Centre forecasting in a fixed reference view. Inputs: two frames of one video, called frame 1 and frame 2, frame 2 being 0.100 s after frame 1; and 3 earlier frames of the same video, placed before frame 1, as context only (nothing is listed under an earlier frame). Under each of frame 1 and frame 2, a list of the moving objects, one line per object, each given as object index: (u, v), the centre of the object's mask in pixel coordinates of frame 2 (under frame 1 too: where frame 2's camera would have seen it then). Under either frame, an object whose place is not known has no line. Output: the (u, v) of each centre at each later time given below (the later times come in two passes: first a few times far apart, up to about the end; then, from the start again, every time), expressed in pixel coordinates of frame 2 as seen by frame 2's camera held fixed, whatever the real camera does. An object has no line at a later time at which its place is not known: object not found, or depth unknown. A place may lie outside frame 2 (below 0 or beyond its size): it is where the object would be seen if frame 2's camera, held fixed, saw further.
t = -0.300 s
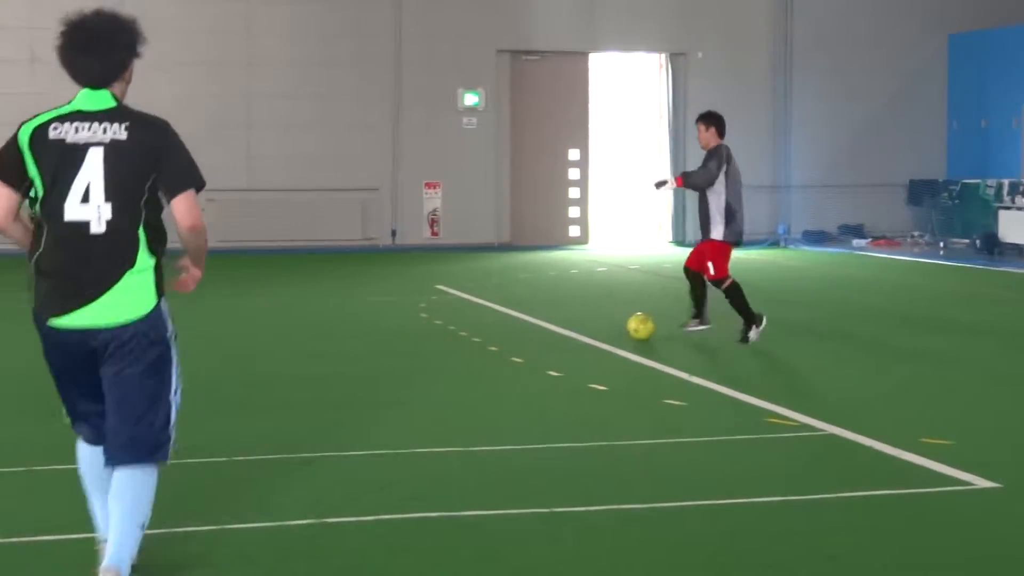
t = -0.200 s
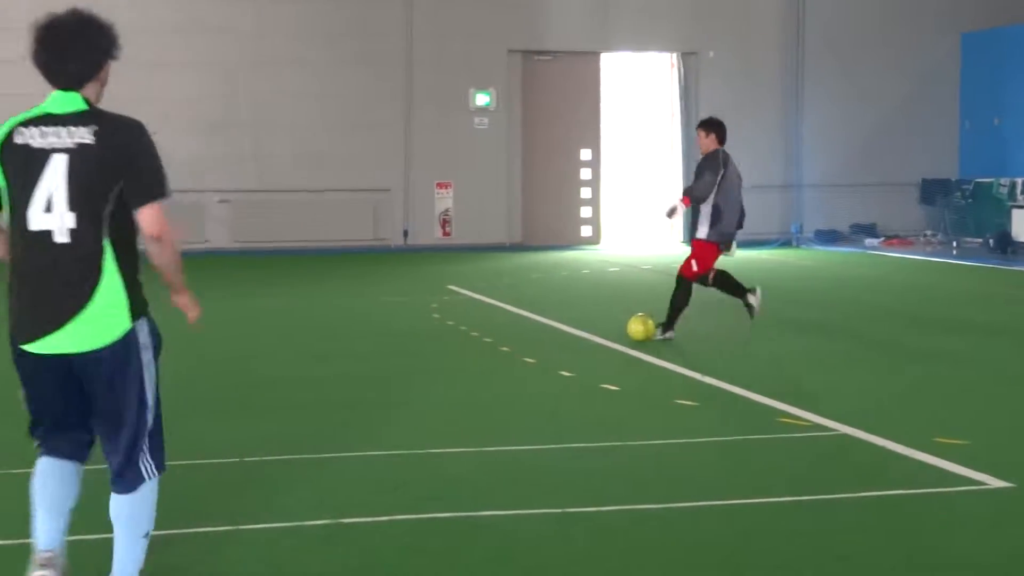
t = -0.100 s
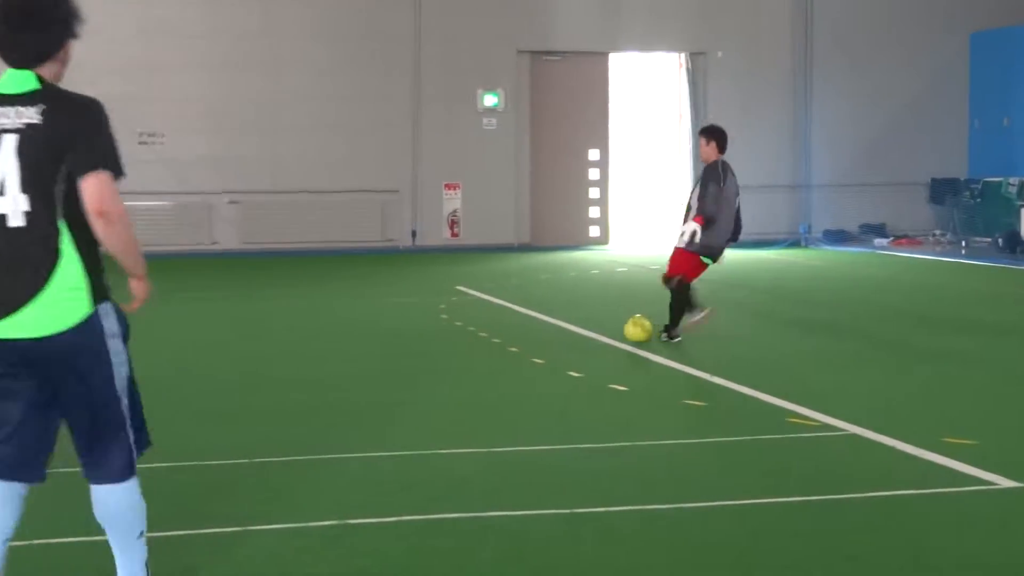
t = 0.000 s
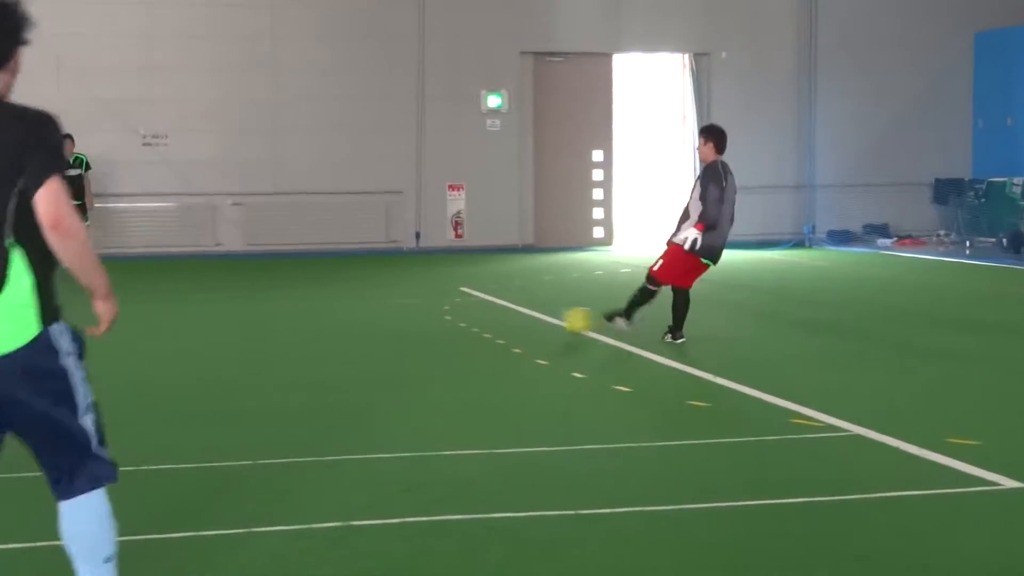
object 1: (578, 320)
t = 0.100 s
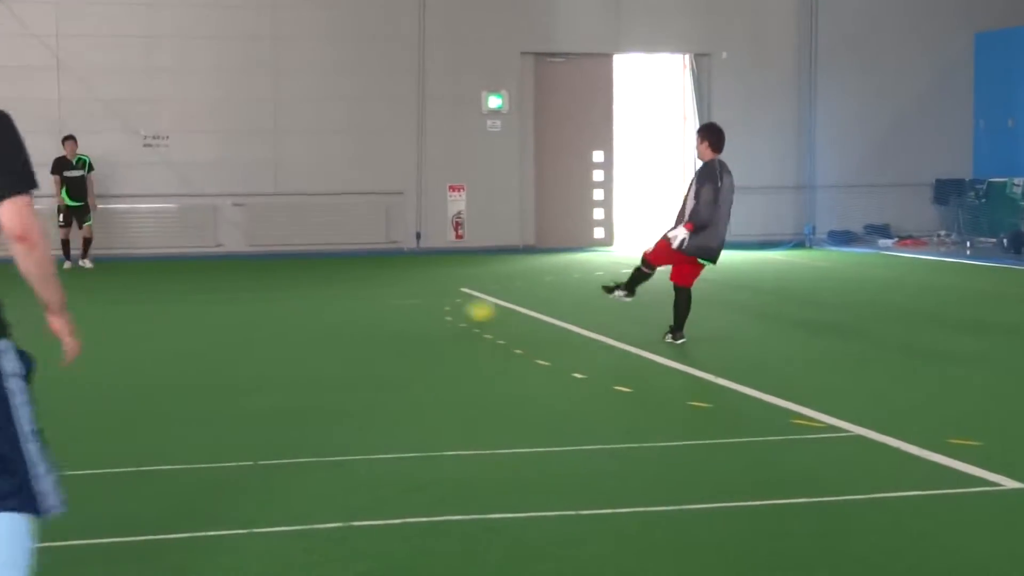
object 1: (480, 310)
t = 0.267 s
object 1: (358, 299)
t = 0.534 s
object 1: (220, 283)
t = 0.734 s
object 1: (146, 275)
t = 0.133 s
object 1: (453, 310)
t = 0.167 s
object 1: (428, 305)
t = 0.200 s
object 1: (403, 303)
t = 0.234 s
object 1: (380, 302)
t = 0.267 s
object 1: (358, 299)
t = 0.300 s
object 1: (338, 297)
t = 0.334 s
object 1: (318, 295)
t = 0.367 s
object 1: (300, 293)
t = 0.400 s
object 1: (282, 290)
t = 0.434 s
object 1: (266, 288)
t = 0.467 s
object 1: (250, 287)
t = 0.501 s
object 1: (234, 285)
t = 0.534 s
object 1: (220, 283)
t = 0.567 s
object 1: (206, 281)
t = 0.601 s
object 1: (193, 280)
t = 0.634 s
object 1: (180, 278)
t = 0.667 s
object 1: (169, 277)
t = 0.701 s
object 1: (157, 275)
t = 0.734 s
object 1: (146, 275)
